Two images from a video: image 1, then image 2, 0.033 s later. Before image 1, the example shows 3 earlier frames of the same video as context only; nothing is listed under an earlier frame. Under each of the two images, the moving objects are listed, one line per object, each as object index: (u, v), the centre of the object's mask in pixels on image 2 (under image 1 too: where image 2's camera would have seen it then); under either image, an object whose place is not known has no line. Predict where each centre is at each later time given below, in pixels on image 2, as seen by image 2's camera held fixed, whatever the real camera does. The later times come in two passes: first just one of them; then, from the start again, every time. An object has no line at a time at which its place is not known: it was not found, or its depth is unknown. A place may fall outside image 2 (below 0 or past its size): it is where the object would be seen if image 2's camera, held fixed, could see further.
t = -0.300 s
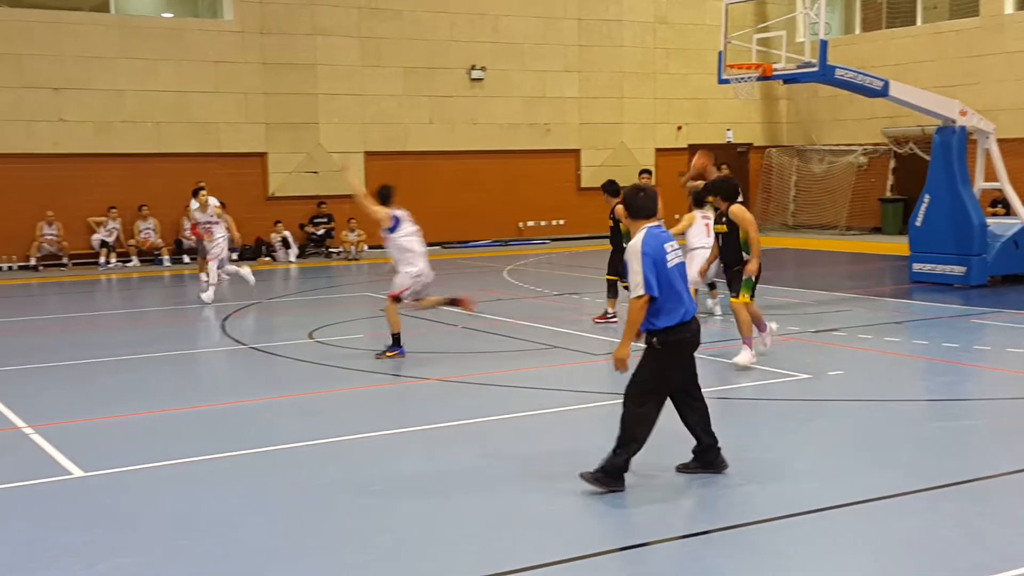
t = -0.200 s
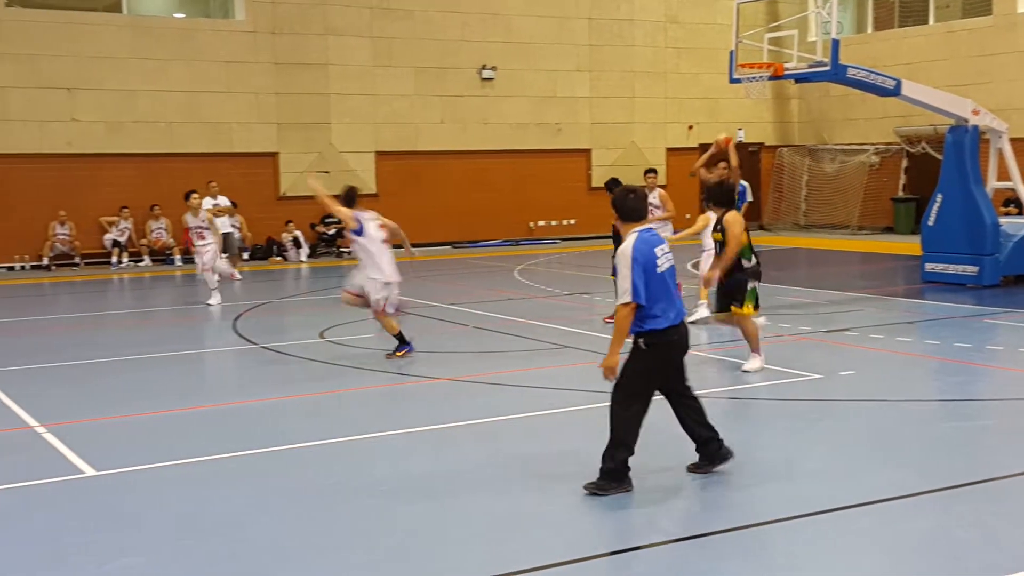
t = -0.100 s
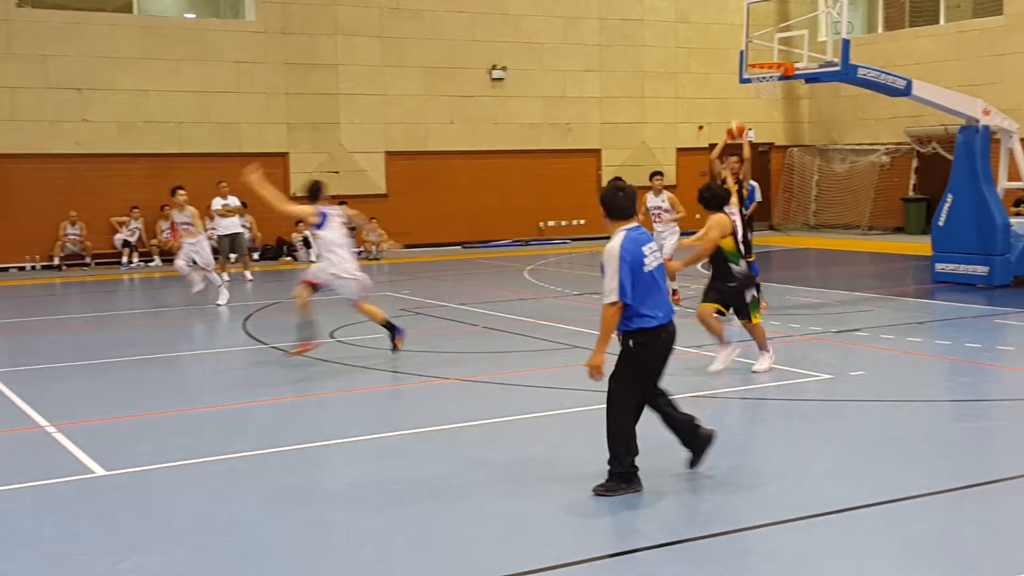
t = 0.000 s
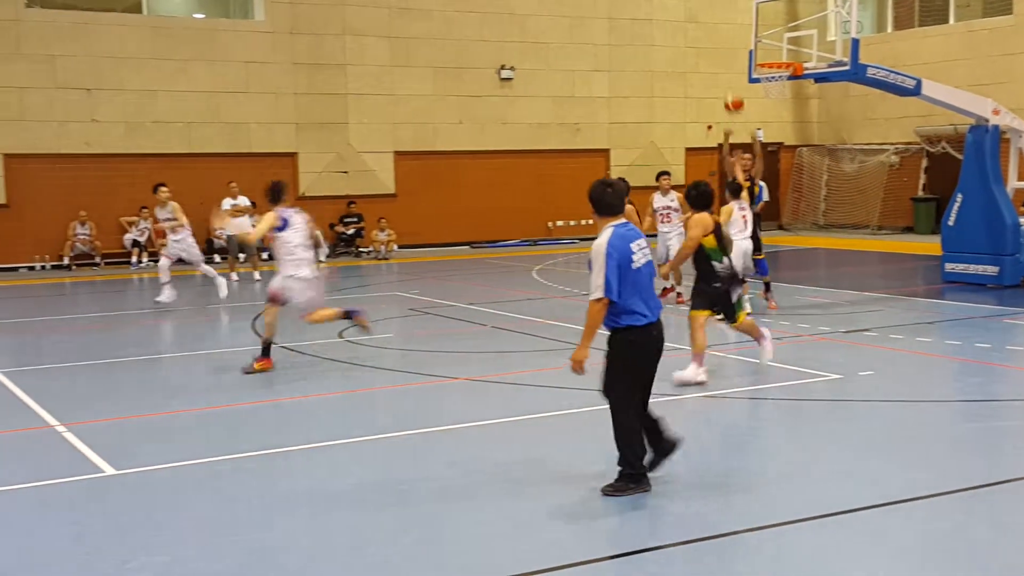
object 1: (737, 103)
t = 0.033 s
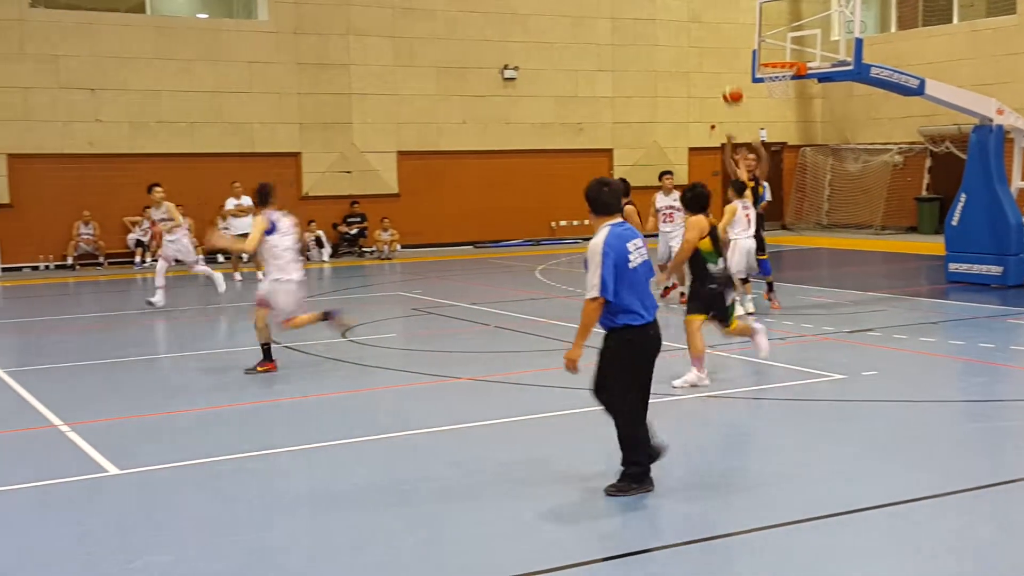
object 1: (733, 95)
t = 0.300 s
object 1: (691, 60)
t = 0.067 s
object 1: (728, 87)
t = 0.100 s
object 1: (722, 80)
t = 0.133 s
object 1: (717, 75)
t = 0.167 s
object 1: (713, 71)
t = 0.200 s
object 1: (707, 67)
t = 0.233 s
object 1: (703, 63)
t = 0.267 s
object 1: (697, 61)
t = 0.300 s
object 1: (691, 60)
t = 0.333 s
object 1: (685, 59)
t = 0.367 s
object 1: (678, 60)
